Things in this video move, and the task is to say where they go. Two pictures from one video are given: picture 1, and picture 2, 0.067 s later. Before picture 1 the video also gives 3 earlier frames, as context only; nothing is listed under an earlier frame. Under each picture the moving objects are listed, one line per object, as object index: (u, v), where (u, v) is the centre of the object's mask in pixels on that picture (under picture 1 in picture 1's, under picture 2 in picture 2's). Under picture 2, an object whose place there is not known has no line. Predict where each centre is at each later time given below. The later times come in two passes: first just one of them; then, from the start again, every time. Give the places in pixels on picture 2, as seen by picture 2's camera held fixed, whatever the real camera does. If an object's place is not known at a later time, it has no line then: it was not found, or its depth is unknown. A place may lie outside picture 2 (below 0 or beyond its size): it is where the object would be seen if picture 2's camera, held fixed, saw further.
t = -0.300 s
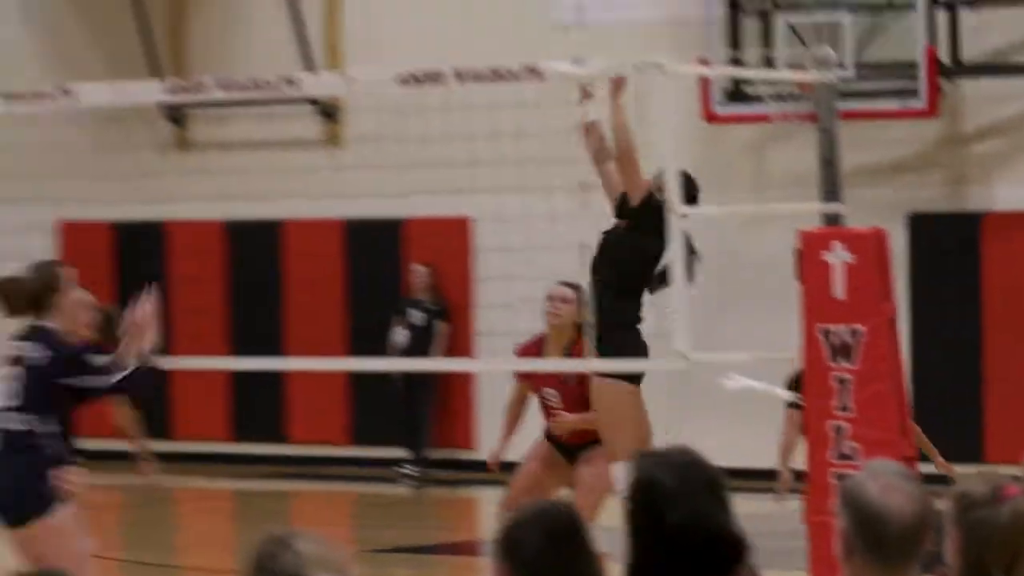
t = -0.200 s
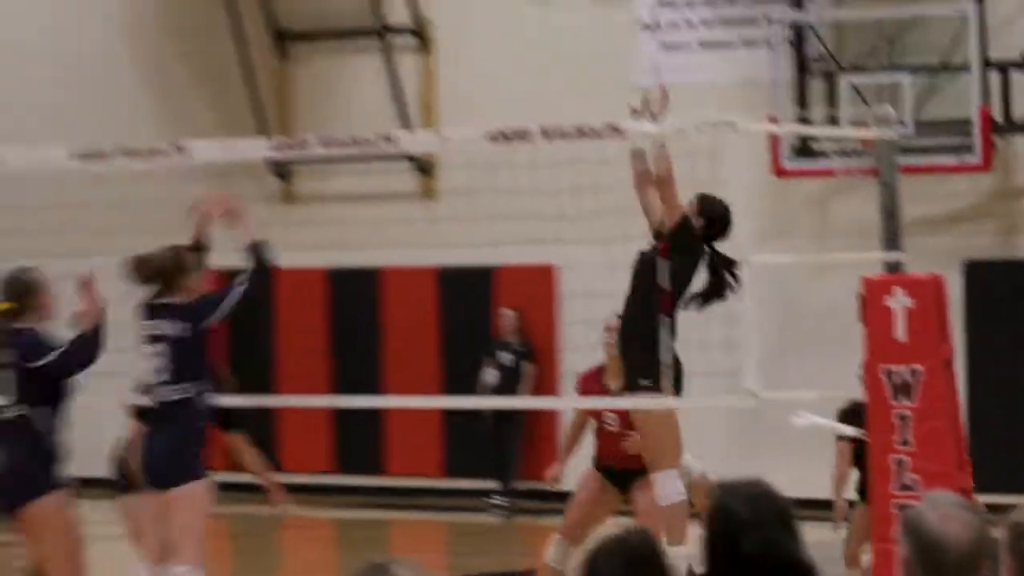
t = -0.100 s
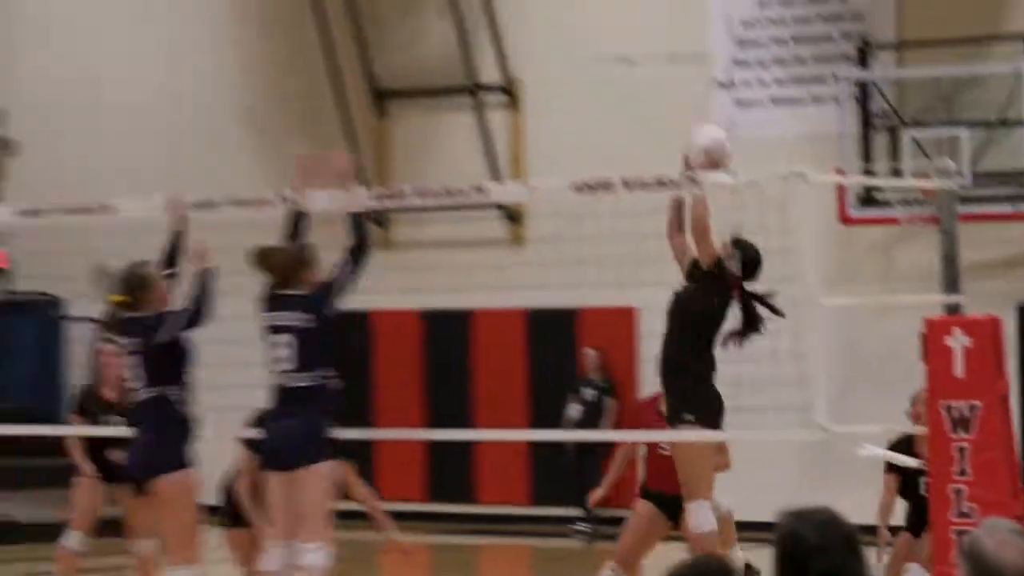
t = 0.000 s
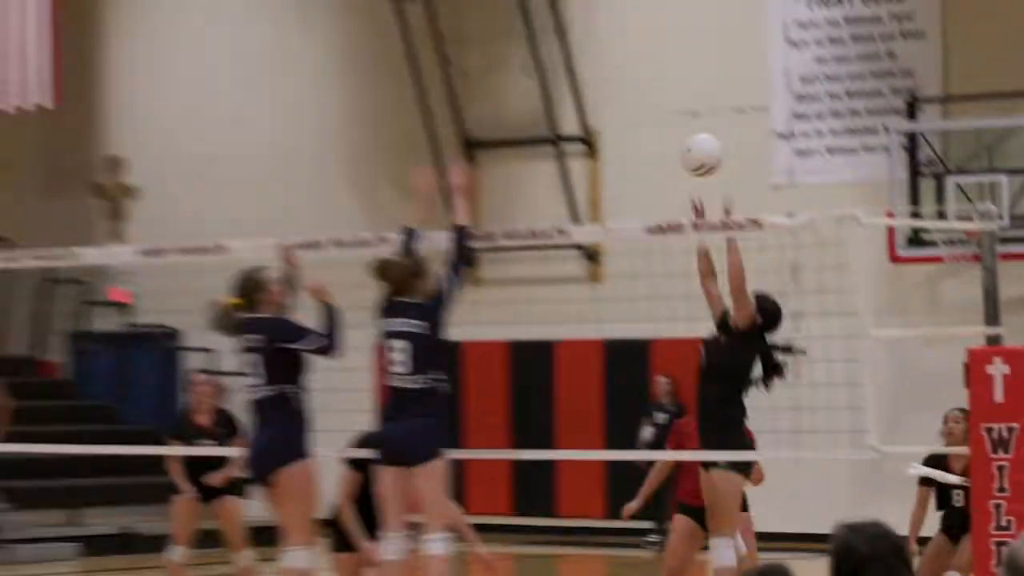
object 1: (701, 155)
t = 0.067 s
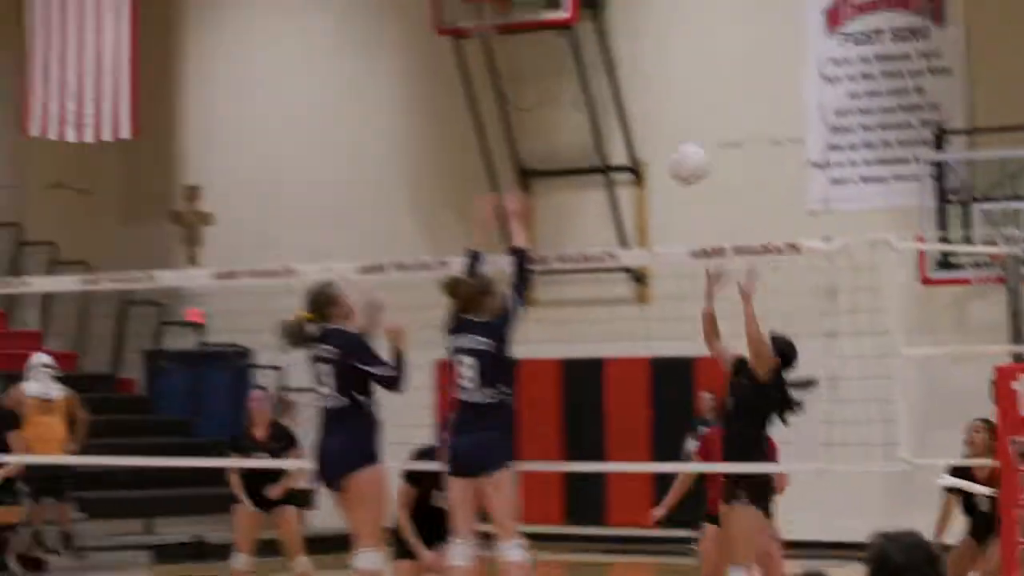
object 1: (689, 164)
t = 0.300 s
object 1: (500, 168)
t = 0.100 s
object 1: (663, 158)
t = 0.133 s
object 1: (635, 155)
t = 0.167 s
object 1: (610, 153)
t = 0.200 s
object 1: (583, 153)
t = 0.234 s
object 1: (556, 156)
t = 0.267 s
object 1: (527, 160)
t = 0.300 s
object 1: (500, 168)
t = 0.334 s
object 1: (473, 178)
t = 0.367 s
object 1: (447, 189)
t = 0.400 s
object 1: (420, 201)
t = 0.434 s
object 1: (392, 214)
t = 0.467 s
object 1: (361, 235)
